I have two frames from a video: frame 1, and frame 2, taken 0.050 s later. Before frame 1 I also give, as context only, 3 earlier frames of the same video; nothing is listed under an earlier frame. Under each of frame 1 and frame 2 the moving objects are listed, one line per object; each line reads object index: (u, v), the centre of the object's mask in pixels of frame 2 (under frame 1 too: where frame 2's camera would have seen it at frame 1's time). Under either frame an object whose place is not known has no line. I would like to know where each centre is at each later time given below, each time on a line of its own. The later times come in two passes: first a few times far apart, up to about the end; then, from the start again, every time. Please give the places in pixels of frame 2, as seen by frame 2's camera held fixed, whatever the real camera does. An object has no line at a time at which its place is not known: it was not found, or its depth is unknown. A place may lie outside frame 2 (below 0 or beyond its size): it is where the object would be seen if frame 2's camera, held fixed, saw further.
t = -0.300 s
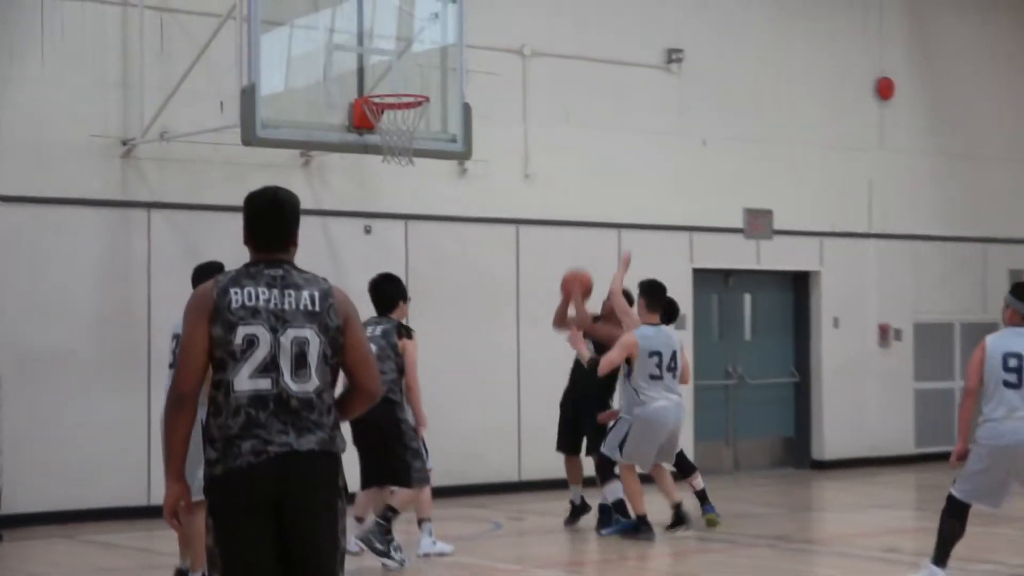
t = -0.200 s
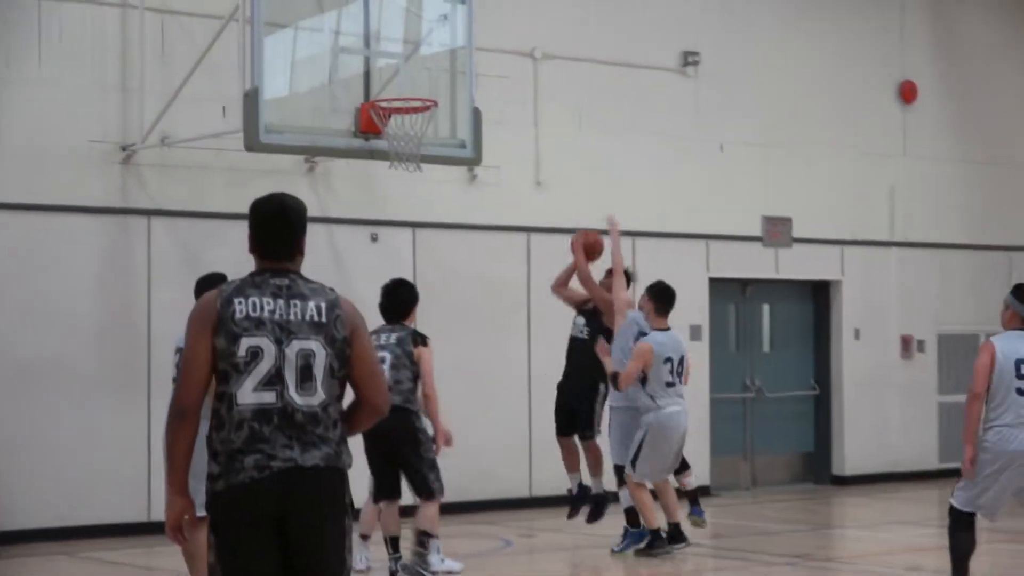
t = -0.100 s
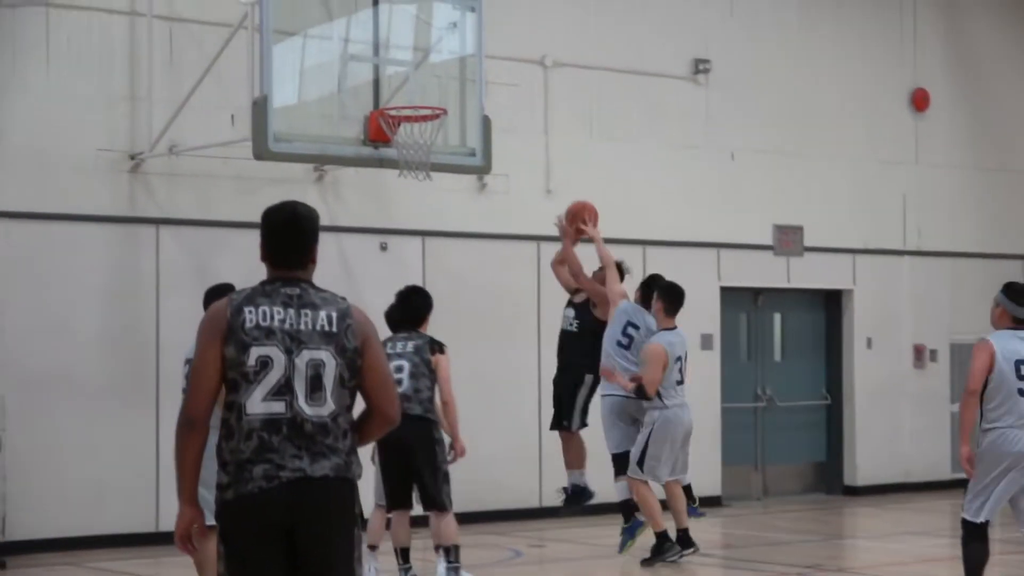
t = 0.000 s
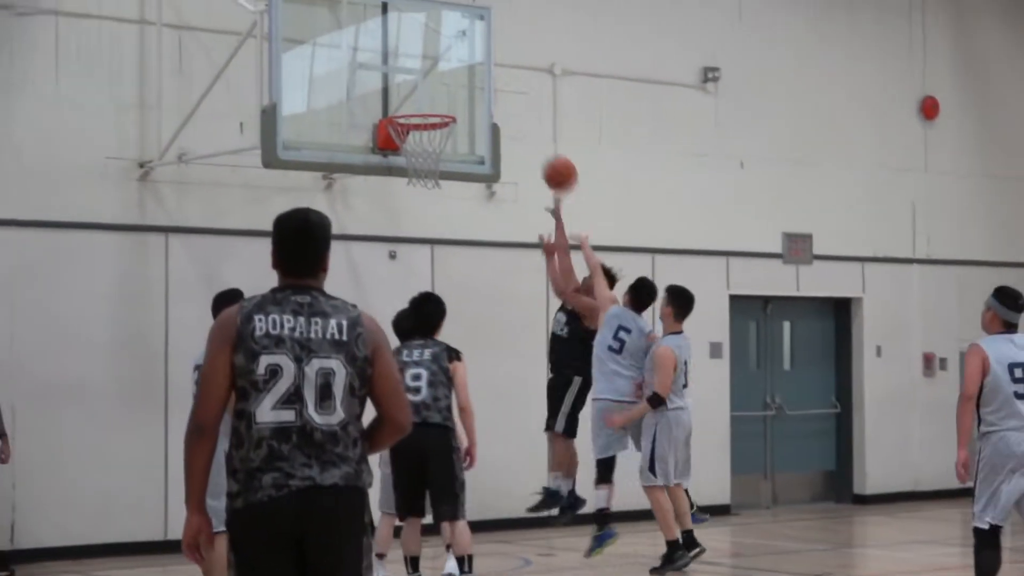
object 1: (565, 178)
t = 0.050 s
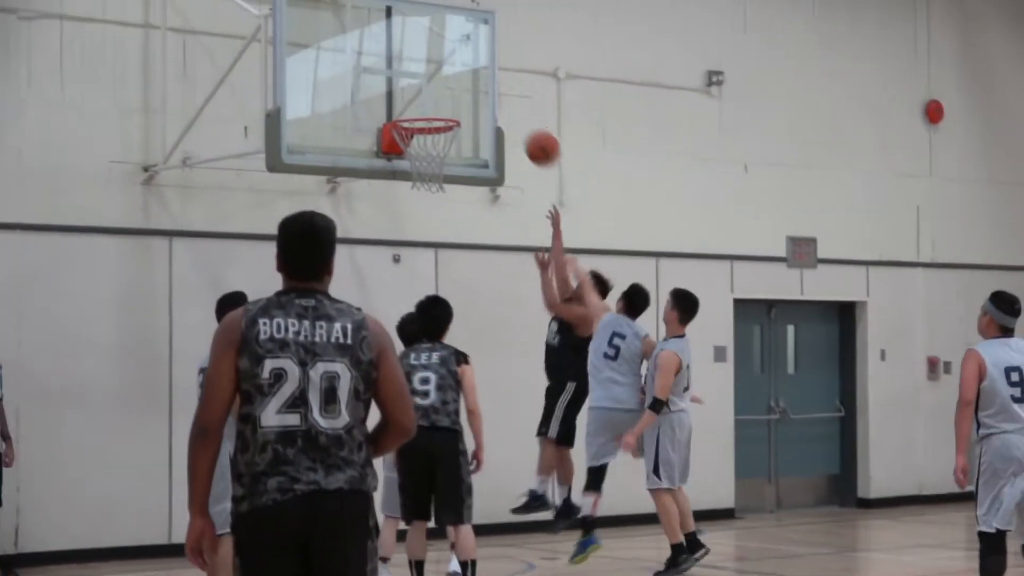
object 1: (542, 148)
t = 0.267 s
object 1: (448, 58)
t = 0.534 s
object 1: (427, 82)
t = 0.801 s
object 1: (437, 151)
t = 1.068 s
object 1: (430, 173)
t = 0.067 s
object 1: (535, 139)
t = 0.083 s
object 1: (528, 130)
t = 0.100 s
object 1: (521, 122)
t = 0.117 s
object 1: (514, 114)
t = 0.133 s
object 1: (506, 106)
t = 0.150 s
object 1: (499, 99)
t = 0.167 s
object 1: (492, 92)
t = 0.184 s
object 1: (484, 85)
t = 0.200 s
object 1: (477, 79)
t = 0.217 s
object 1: (470, 74)
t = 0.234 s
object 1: (462, 68)
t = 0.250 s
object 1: (455, 63)
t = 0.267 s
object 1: (448, 58)
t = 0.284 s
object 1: (445, 57)
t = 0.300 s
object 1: (444, 56)
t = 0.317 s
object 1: (443, 55)
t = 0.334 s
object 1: (442, 55)
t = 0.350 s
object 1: (441, 55)
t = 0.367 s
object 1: (439, 55)
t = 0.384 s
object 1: (438, 56)
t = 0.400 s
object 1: (437, 57)
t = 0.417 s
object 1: (435, 59)
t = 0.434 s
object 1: (434, 61)
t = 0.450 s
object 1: (433, 63)
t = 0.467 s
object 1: (432, 66)
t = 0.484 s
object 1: (431, 69)
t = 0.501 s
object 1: (429, 73)
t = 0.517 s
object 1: (428, 77)
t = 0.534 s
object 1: (427, 82)
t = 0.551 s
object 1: (425, 87)
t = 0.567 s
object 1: (424, 92)
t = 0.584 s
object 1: (423, 97)
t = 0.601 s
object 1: (421, 102)
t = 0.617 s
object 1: (420, 106)
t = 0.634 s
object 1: (420, 115)
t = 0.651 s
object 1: (423, 119)
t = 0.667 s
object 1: (425, 123)
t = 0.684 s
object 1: (427, 128)
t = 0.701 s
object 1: (429, 132)
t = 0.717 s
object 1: (431, 138)
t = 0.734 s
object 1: (434, 144)
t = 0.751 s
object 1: (435, 148)
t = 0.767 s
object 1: (436, 150)
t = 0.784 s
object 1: (437, 151)
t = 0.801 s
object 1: (437, 151)
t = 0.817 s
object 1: (437, 151)
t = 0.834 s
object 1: (437, 151)
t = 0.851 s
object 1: (437, 151)
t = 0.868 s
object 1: (436, 151)
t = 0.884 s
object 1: (436, 151)
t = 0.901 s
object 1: (436, 152)
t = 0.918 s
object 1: (435, 153)
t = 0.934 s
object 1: (435, 153)
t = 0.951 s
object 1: (433, 155)
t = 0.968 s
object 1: (433, 156)
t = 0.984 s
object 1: (432, 159)
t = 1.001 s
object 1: (432, 161)
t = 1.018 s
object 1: (431, 163)
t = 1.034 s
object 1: (431, 167)
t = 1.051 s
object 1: (430, 169)
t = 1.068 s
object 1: (430, 173)
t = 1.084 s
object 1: (428, 177)
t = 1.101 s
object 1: (427, 182)
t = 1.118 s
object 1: (426, 187)
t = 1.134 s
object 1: (425, 192)
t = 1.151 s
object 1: (423, 198)
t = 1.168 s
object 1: (422, 202)
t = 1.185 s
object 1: (419, 208)
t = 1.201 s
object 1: (418, 215)
